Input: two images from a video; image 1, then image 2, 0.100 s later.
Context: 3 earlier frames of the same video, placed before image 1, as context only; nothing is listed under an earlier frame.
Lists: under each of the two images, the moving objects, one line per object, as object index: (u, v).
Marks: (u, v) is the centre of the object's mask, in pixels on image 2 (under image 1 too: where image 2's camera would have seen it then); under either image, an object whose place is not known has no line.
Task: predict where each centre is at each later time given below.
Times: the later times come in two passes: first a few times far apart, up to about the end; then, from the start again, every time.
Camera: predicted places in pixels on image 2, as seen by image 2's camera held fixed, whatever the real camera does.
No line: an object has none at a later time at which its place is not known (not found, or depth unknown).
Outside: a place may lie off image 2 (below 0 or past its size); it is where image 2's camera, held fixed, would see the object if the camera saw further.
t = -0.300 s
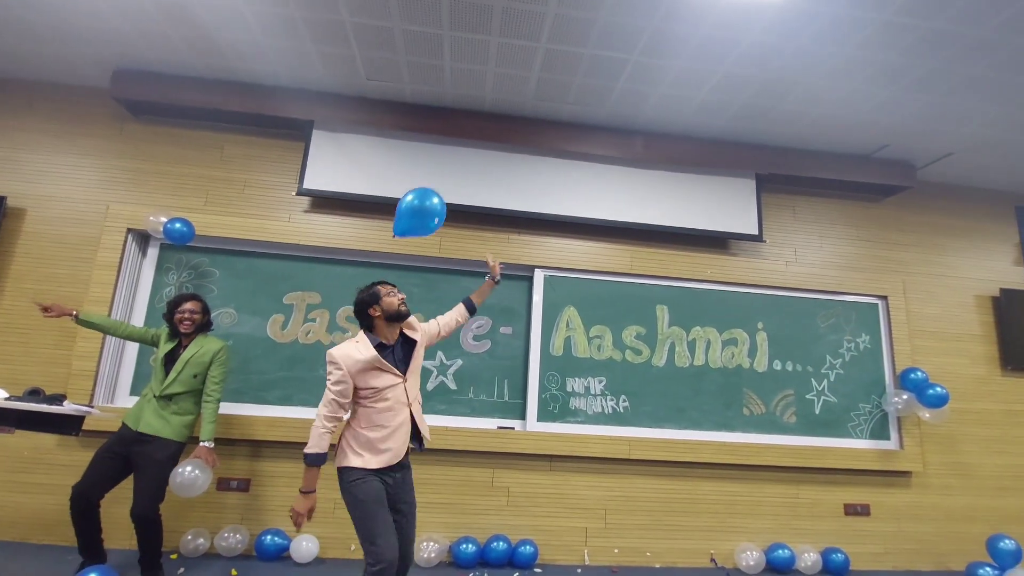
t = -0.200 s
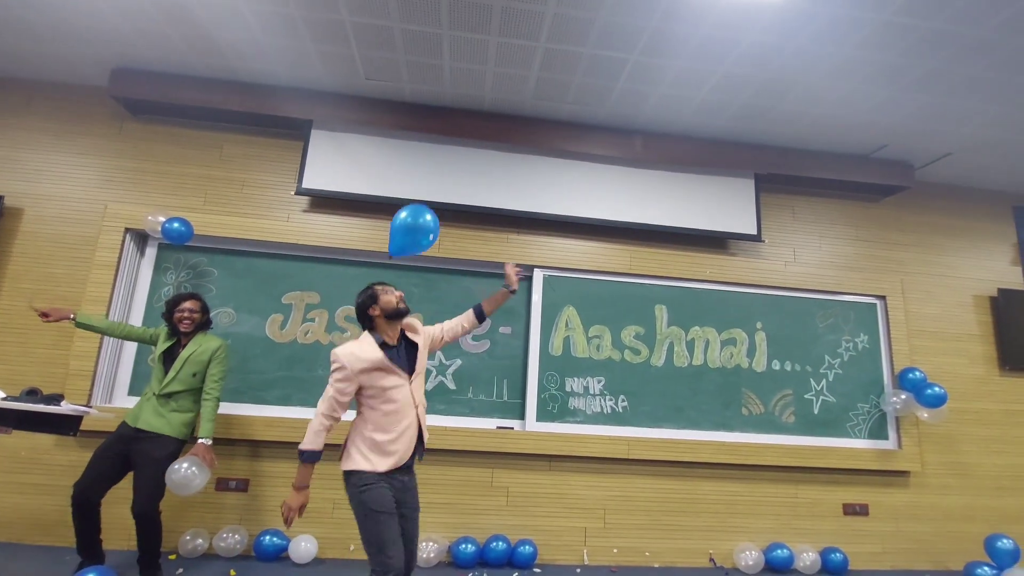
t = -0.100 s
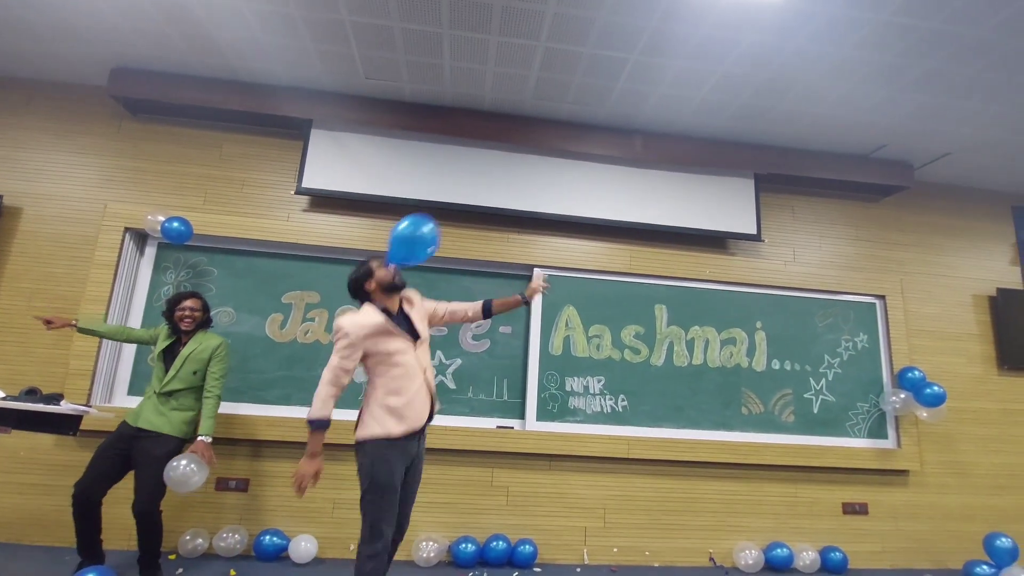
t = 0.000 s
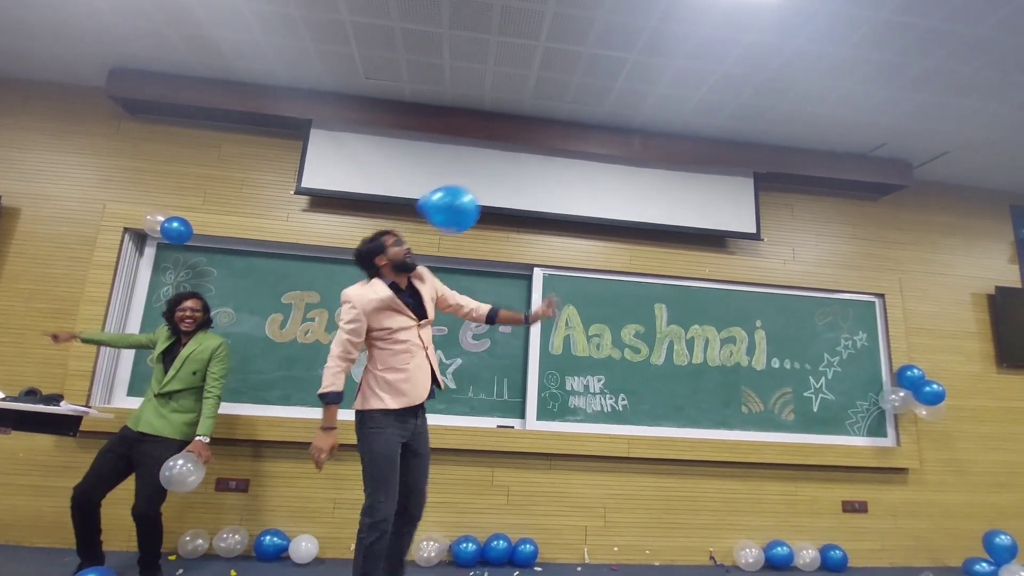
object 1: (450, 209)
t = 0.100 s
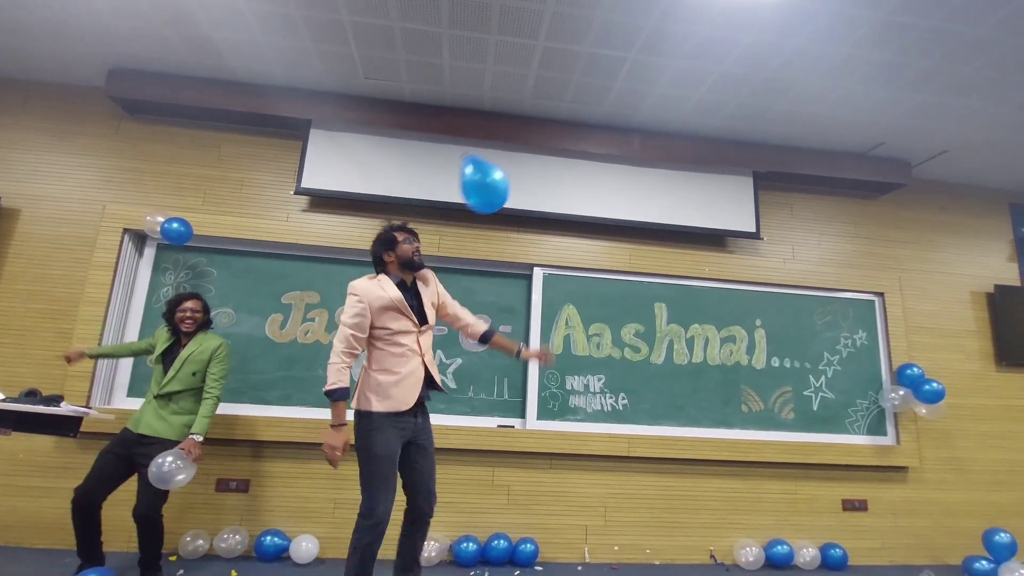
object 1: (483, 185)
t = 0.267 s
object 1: (525, 159)
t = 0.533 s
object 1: (571, 148)
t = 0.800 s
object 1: (592, 173)
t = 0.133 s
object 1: (493, 178)
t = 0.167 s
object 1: (502, 172)
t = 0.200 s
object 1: (510, 167)
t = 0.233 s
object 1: (518, 162)
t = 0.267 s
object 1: (525, 159)
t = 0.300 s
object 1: (532, 155)
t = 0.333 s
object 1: (539, 153)
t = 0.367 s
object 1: (545, 151)
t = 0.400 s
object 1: (551, 149)
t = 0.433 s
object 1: (556, 148)
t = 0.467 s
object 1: (561, 147)
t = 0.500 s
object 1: (566, 148)
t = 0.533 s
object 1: (571, 148)
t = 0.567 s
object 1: (574, 150)
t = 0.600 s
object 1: (577, 152)
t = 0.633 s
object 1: (580, 155)
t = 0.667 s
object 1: (583, 158)
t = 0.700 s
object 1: (585, 162)
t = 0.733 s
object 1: (588, 165)
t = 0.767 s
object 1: (590, 169)
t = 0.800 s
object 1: (592, 173)
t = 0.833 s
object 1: (593, 177)
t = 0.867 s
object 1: (595, 181)
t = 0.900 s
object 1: (596, 185)
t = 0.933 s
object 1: (597, 190)
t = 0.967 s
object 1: (598, 195)
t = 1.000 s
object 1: (599, 200)
